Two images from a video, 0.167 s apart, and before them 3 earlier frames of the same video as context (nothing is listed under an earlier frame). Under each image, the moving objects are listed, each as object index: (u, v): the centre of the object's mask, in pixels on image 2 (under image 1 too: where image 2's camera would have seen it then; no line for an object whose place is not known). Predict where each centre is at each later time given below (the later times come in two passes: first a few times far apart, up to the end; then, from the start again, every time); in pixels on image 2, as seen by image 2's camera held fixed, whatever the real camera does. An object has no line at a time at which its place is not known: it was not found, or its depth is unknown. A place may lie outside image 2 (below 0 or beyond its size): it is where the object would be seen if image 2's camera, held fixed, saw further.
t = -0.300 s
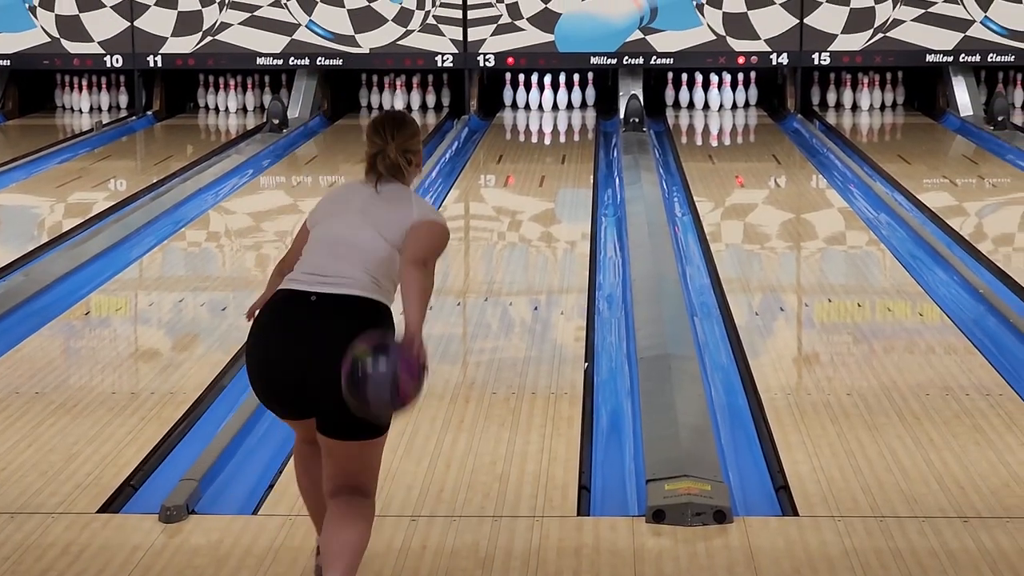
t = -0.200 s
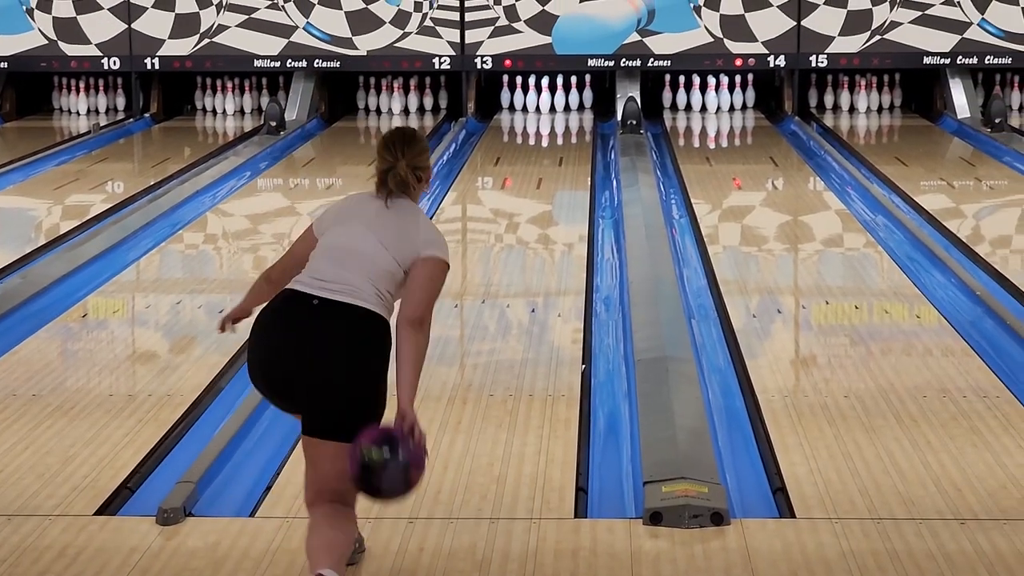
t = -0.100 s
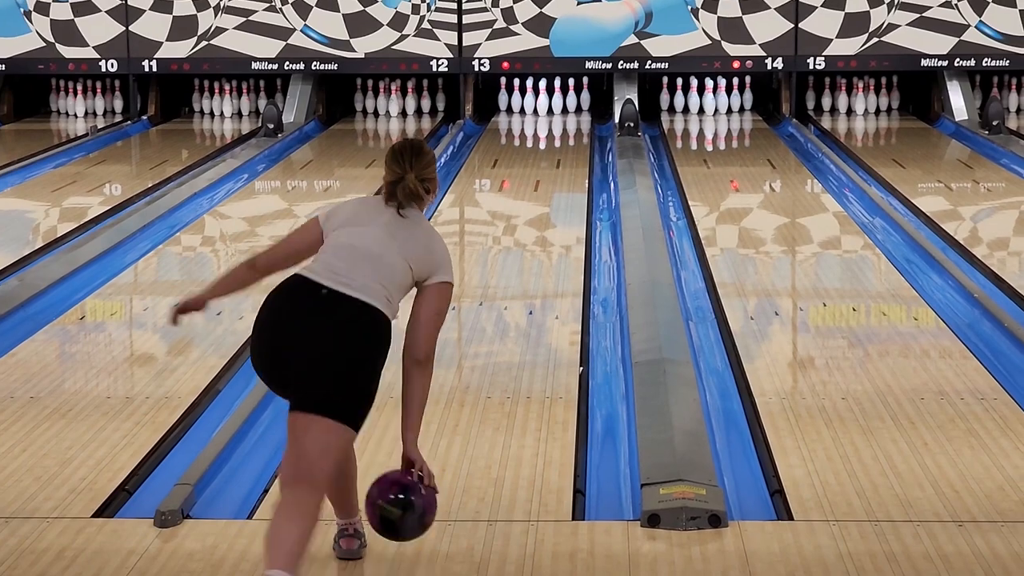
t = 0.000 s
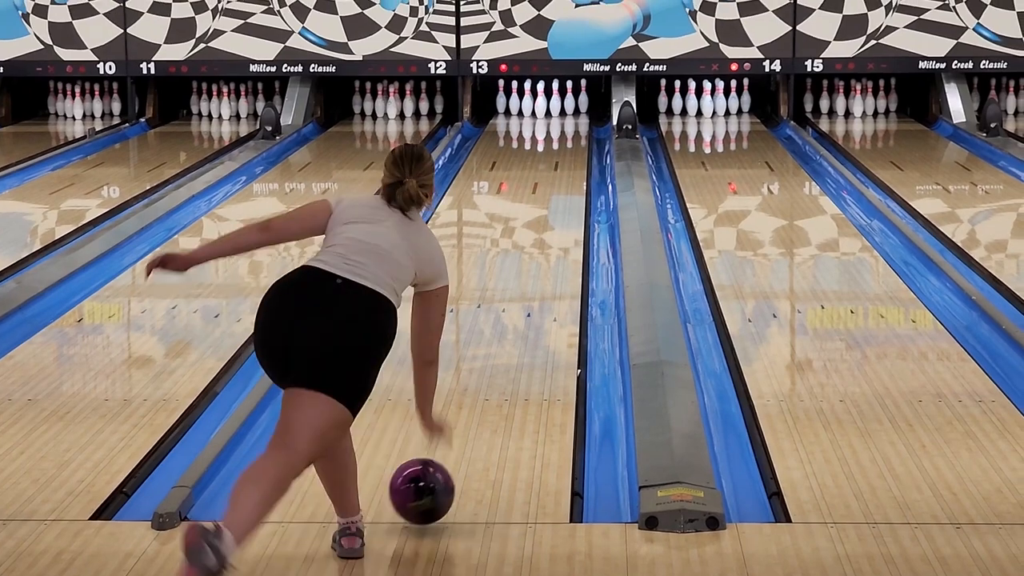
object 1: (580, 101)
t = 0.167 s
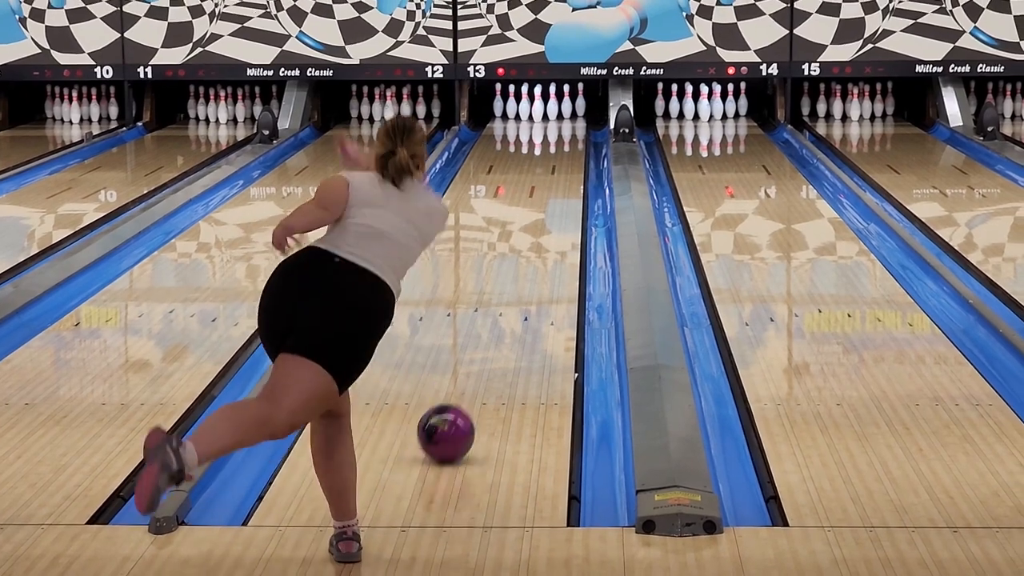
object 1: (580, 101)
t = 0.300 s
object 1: (580, 101)
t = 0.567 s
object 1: (580, 100)
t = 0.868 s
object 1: (580, 100)
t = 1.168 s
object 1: (580, 100)
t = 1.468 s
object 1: (579, 100)
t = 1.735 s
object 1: (579, 100)
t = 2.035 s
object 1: (579, 100)
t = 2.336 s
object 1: (579, 100)
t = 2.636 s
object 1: (579, 100)
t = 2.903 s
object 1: (579, 100)
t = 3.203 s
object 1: (581, 93)
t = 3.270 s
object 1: (586, 93)
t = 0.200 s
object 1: (580, 100)
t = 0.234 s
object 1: (580, 101)
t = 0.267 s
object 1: (580, 100)
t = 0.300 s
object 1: (580, 101)
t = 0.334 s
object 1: (580, 100)
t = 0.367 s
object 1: (580, 100)
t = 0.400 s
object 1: (580, 100)
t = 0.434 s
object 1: (580, 101)
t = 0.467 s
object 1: (580, 100)
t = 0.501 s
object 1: (580, 100)
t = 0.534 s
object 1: (580, 101)
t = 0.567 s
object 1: (580, 100)
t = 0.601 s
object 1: (580, 100)
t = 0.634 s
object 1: (580, 101)
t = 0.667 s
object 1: (580, 100)
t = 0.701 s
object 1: (580, 100)
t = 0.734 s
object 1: (580, 101)
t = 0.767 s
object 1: (580, 101)
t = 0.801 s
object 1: (580, 100)
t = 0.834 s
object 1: (580, 100)
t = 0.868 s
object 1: (580, 100)
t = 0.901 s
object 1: (580, 101)
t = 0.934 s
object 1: (580, 100)
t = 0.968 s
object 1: (580, 100)
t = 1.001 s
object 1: (580, 100)
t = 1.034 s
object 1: (580, 100)
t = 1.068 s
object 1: (580, 100)
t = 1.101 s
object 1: (580, 100)
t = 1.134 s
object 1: (580, 100)
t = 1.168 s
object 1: (580, 100)
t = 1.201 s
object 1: (580, 100)
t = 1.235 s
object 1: (579, 100)
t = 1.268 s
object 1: (580, 100)
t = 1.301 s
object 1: (579, 100)
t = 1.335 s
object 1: (579, 100)
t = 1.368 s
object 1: (579, 100)
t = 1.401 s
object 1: (579, 100)
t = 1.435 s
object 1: (579, 100)
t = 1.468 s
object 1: (579, 100)
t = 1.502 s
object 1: (579, 100)
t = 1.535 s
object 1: (579, 100)
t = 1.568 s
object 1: (579, 100)
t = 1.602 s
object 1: (579, 100)
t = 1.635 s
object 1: (579, 100)
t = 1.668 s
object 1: (579, 100)
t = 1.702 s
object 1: (579, 100)
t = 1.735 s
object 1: (579, 100)
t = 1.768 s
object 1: (579, 100)
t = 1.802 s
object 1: (579, 100)
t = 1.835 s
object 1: (579, 100)
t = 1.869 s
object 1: (579, 100)
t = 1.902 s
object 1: (579, 100)
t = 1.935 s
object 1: (579, 100)
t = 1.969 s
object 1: (579, 100)
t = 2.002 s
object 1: (579, 100)
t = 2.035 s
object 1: (579, 100)
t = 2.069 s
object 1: (580, 100)
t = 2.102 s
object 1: (580, 100)
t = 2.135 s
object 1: (580, 100)
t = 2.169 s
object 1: (580, 100)
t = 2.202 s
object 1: (580, 100)
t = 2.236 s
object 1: (580, 100)
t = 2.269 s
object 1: (580, 100)
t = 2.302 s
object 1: (579, 100)
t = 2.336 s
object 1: (579, 100)
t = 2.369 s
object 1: (579, 100)
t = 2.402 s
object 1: (579, 100)
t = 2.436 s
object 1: (579, 100)
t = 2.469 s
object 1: (579, 100)
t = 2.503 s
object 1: (579, 100)
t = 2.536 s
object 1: (580, 100)
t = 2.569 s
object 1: (579, 100)
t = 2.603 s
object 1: (579, 100)
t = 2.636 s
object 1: (579, 100)
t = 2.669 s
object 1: (579, 100)
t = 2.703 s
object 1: (579, 100)
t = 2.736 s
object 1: (579, 100)
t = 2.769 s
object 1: (579, 100)
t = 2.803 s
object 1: (579, 100)
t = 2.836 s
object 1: (579, 100)
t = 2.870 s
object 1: (579, 100)
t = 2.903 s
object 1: (579, 100)
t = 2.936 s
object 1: (579, 100)
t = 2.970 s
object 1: (579, 100)
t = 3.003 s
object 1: (579, 100)
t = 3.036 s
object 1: (579, 100)
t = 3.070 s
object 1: (579, 100)
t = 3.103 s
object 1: (579, 100)
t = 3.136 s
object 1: (579, 100)
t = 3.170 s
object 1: (580, 99)
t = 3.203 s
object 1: (581, 93)
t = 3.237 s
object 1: (583, 92)
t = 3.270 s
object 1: (586, 93)
